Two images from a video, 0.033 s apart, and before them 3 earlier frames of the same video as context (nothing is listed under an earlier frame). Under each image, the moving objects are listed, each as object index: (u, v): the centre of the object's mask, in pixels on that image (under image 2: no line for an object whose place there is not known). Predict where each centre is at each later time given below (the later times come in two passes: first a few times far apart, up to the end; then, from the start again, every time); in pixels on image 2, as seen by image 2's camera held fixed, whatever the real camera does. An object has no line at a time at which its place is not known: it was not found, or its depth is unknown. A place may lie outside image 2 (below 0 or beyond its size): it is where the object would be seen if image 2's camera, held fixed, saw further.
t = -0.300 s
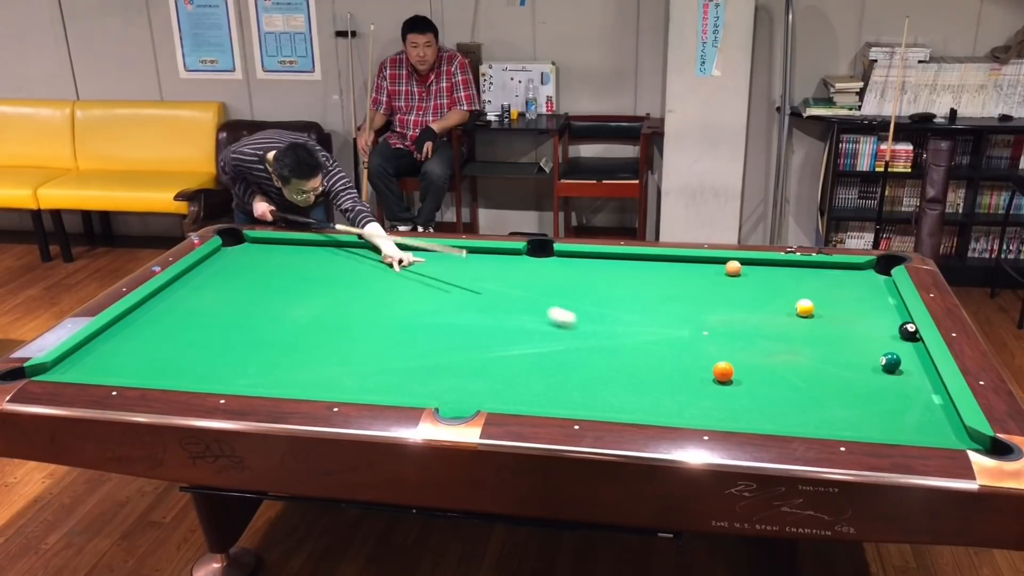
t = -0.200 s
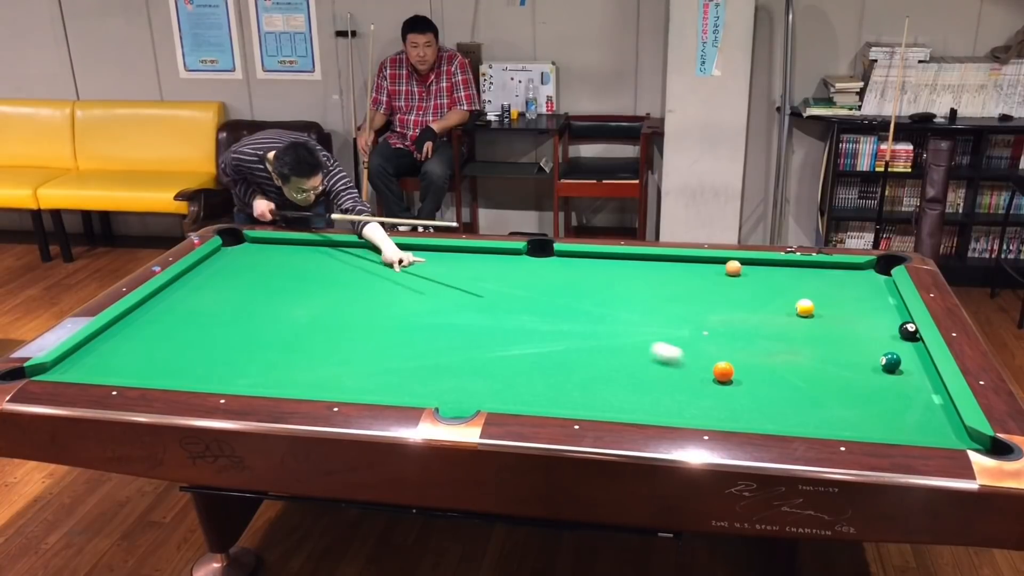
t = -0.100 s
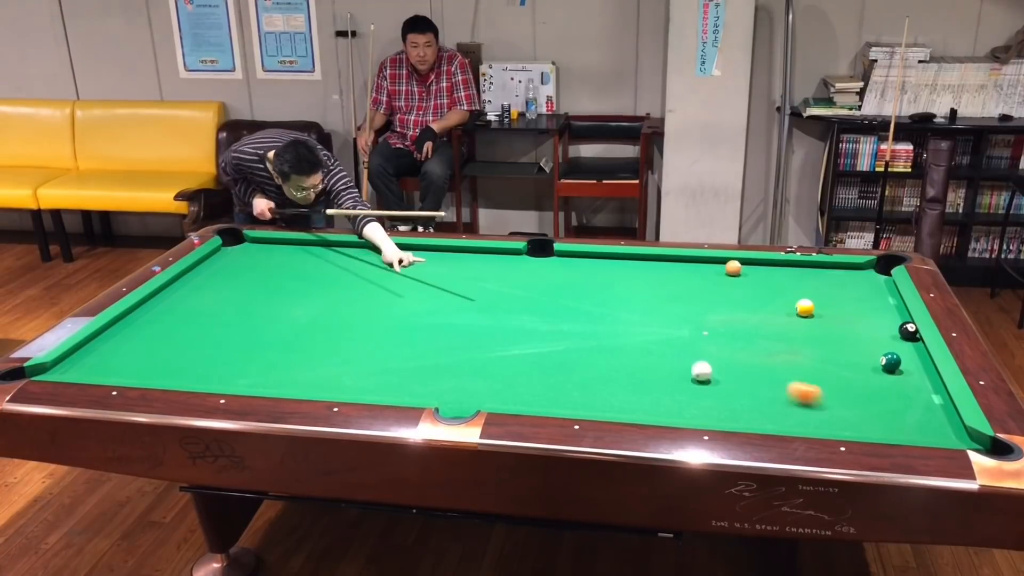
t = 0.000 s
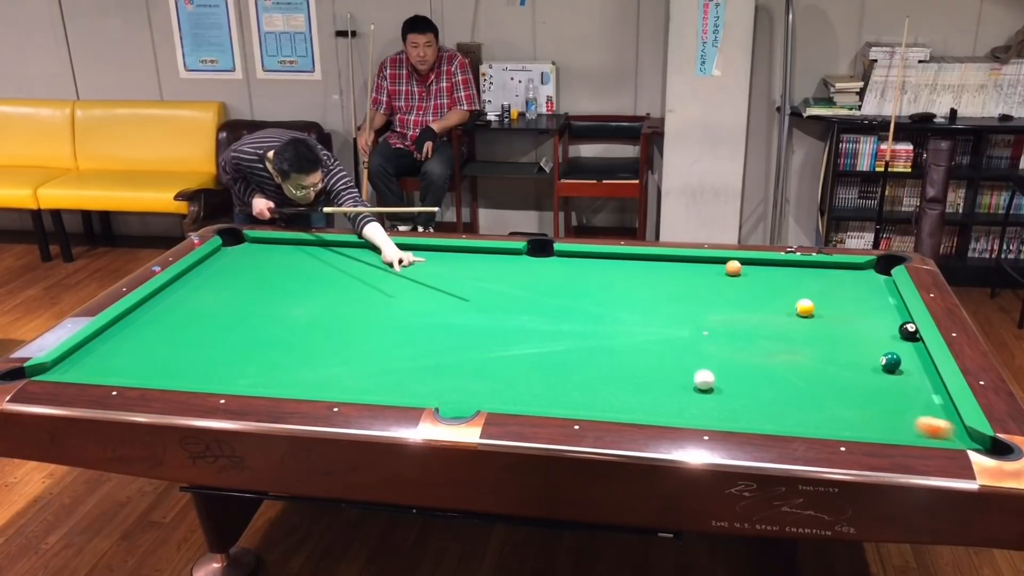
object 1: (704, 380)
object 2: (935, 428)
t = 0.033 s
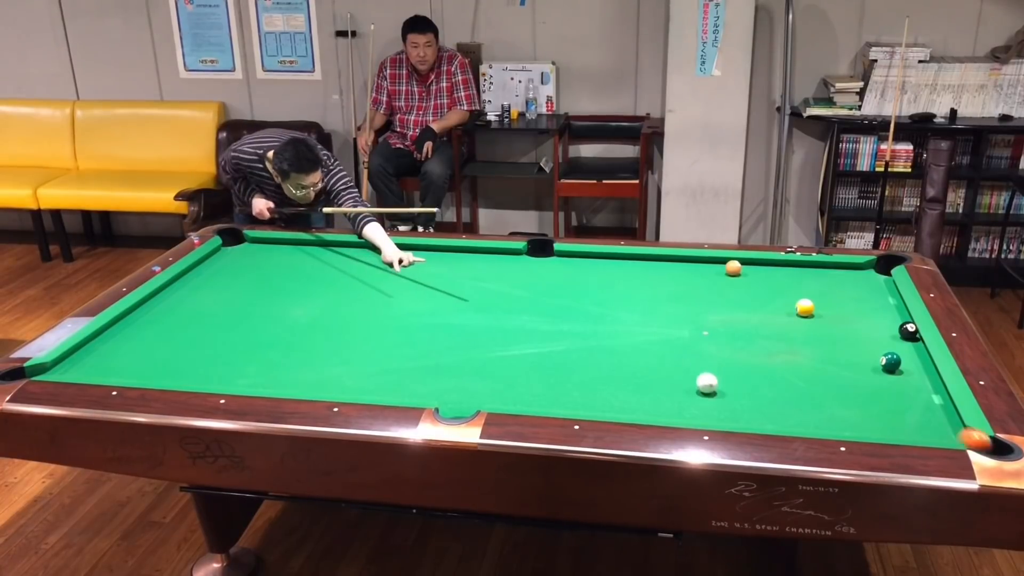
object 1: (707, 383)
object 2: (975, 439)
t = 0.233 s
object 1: (725, 404)
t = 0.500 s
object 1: (746, 416)
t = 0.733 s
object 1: (755, 406)
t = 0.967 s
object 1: (763, 395)
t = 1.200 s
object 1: (771, 385)
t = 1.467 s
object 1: (778, 374)
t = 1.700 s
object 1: (784, 366)
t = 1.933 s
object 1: (789, 359)
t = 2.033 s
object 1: (791, 356)
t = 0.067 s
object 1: (710, 386)
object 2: (991, 452)
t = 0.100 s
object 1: (713, 390)
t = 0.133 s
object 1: (716, 393)
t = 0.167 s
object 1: (719, 397)
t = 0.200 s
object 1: (722, 400)
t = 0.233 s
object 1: (725, 404)
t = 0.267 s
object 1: (728, 407)
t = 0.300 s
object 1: (732, 410)
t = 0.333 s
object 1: (735, 412)
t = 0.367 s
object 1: (738, 415)
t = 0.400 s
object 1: (741, 418)
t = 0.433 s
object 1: (743, 418)
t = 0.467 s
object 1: (745, 417)
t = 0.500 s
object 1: (746, 416)
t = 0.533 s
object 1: (748, 415)
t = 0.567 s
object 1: (749, 414)
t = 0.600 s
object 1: (751, 413)
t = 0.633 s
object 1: (752, 411)
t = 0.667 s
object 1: (753, 409)
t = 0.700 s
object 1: (754, 408)
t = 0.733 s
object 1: (755, 406)
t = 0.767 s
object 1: (756, 404)
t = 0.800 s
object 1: (758, 403)
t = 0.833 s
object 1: (759, 401)
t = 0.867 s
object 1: (760, 399)
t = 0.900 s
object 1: (761, 398)
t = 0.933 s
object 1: (762, 396)
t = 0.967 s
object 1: (763, 395)
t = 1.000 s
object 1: (764, 393)
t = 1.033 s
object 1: (765, 392)
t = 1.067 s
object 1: (766, 390)
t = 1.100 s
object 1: (768, 389)
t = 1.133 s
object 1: (769, 387)
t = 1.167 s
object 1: (769, 386)
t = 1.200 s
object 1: (771, 385)
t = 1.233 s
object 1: (772, 383)
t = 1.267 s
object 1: (773, 382)
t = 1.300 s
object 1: (774, 380)
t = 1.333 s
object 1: (774, 379)
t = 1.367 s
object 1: (775, 378)
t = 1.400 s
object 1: (776, 377)
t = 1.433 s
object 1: (777, 375)
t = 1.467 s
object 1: (778, 374)
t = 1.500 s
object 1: (779, 373)
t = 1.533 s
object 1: (780, 372)
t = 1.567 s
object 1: (780, 370)
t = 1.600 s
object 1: (781, 369)
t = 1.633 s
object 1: (782, 368)
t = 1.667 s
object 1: (783, 367)
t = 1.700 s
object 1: (784, 366)
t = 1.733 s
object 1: (784, 365)
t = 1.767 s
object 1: (785, 364)
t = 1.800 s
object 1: (786, 363)
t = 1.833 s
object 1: (787, 362)
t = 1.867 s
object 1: (787, 361)
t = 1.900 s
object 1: (788, 360)
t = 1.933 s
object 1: (789, 359)
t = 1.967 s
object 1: (789, 358)
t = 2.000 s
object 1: (790, 357)
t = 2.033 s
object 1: (791, 356)
